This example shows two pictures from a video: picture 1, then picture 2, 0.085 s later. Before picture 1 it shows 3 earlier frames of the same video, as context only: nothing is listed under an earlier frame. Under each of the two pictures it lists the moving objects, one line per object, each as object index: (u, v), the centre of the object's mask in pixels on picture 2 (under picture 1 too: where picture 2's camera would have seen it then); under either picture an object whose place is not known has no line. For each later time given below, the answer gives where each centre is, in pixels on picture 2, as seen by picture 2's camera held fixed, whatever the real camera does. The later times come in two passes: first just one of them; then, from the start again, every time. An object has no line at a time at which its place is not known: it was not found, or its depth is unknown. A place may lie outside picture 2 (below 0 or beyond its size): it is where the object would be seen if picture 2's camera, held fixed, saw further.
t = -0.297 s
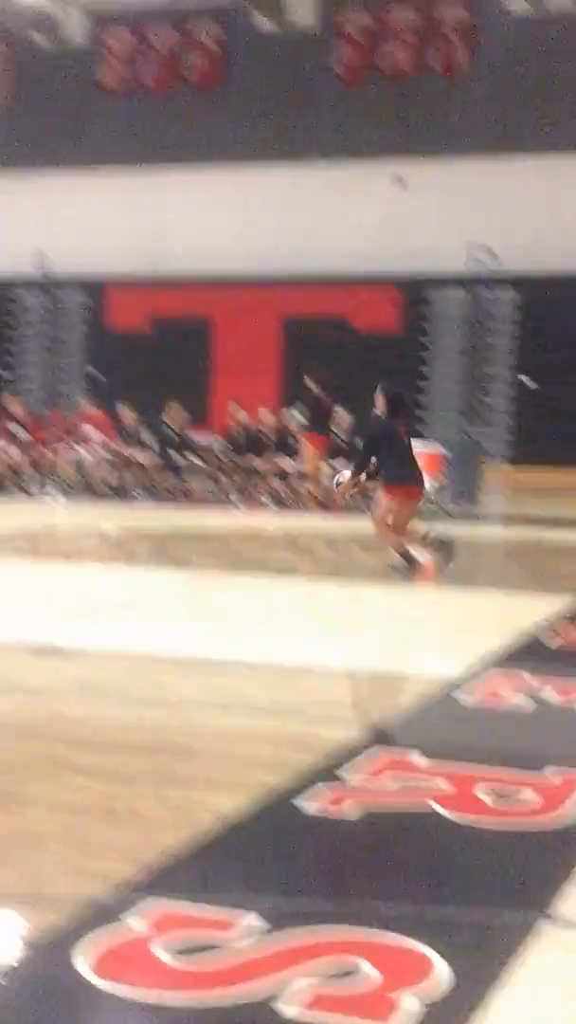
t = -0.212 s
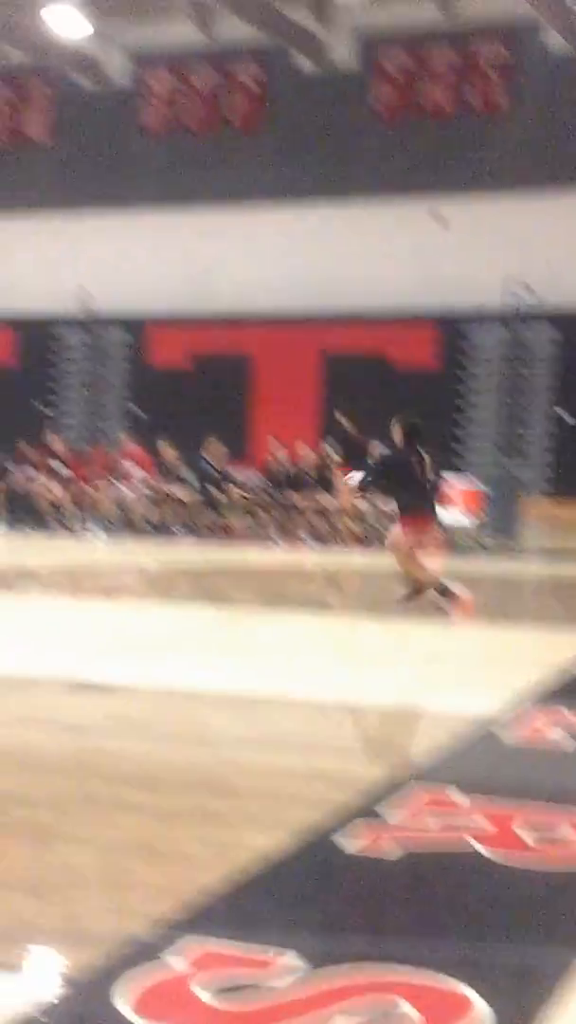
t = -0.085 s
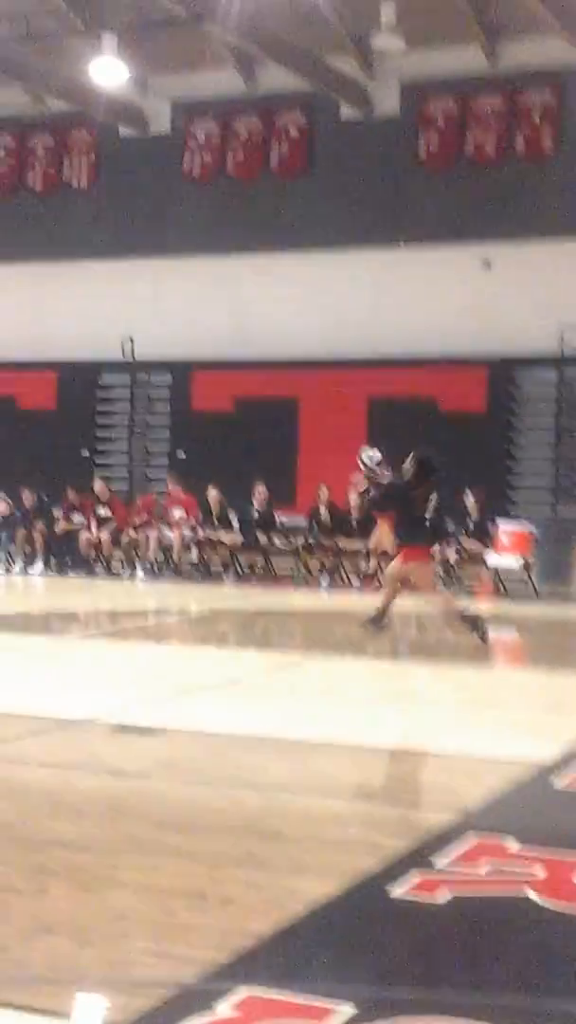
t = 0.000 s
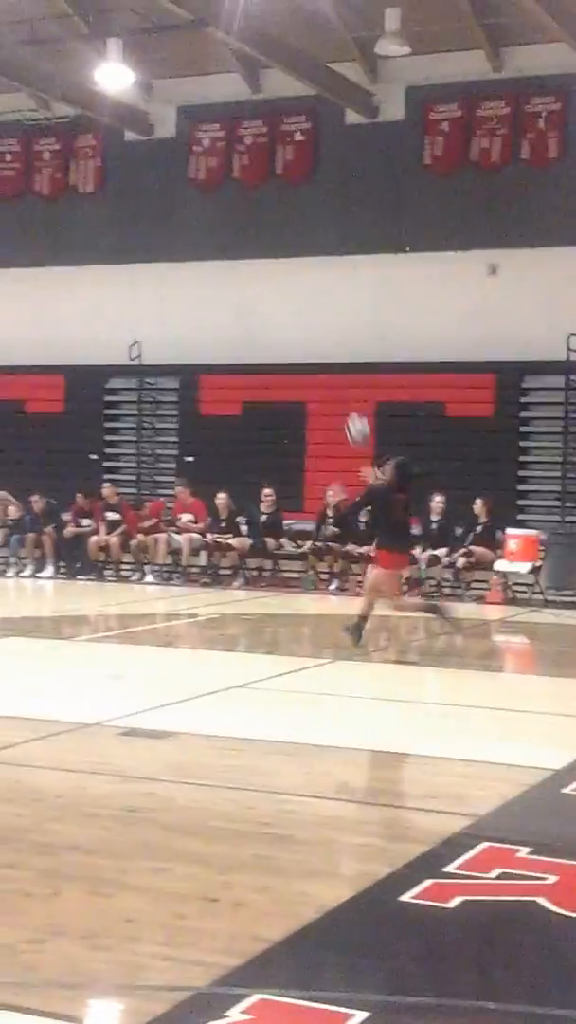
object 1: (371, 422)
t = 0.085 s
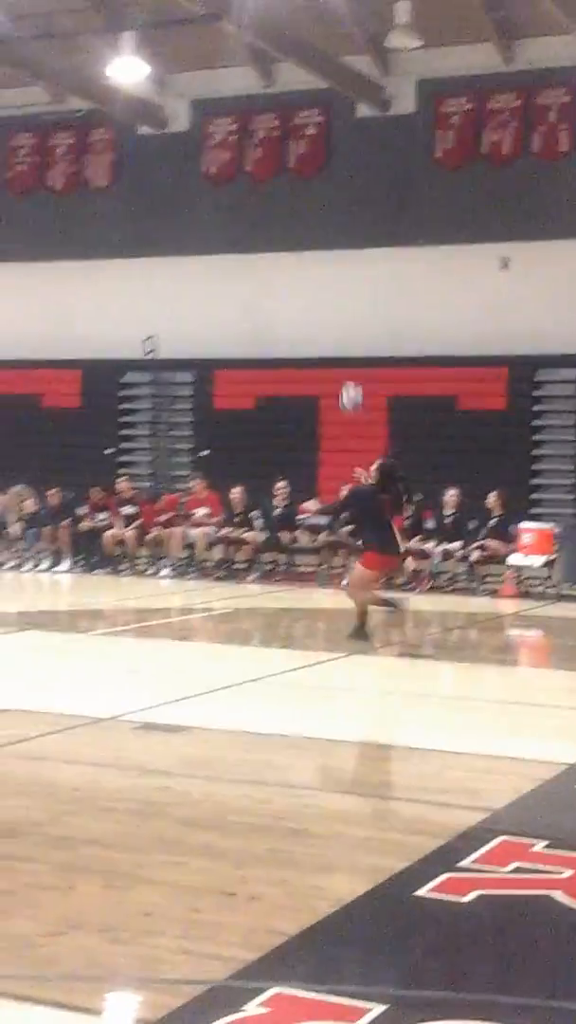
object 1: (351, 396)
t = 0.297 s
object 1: (302, 371)
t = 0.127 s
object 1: (341, 387)
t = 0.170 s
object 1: (331, 380)
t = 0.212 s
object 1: (322, 375)
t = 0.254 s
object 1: (312, 372)
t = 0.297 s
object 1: (302, 371)
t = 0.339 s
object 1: (292, 373)
